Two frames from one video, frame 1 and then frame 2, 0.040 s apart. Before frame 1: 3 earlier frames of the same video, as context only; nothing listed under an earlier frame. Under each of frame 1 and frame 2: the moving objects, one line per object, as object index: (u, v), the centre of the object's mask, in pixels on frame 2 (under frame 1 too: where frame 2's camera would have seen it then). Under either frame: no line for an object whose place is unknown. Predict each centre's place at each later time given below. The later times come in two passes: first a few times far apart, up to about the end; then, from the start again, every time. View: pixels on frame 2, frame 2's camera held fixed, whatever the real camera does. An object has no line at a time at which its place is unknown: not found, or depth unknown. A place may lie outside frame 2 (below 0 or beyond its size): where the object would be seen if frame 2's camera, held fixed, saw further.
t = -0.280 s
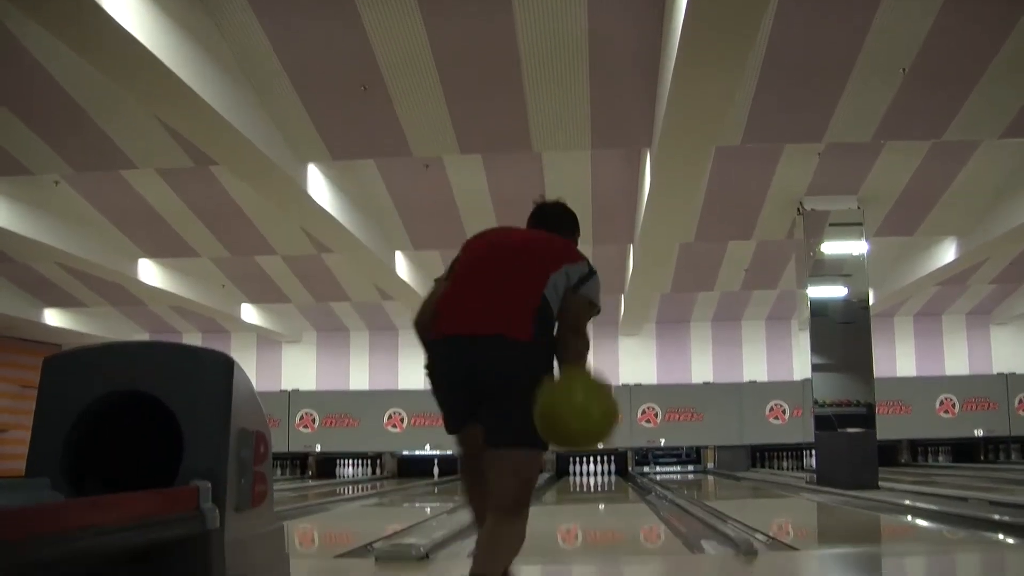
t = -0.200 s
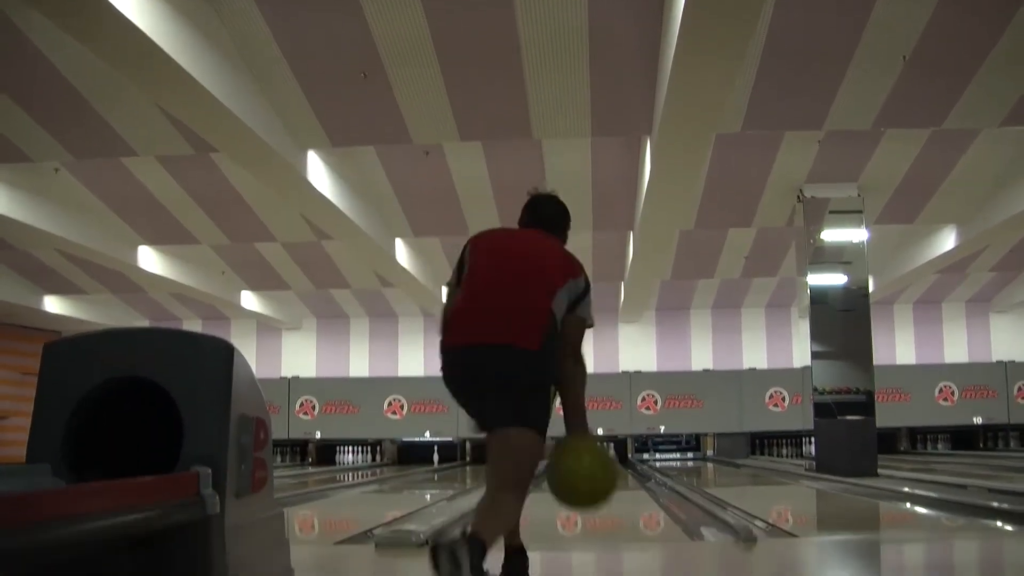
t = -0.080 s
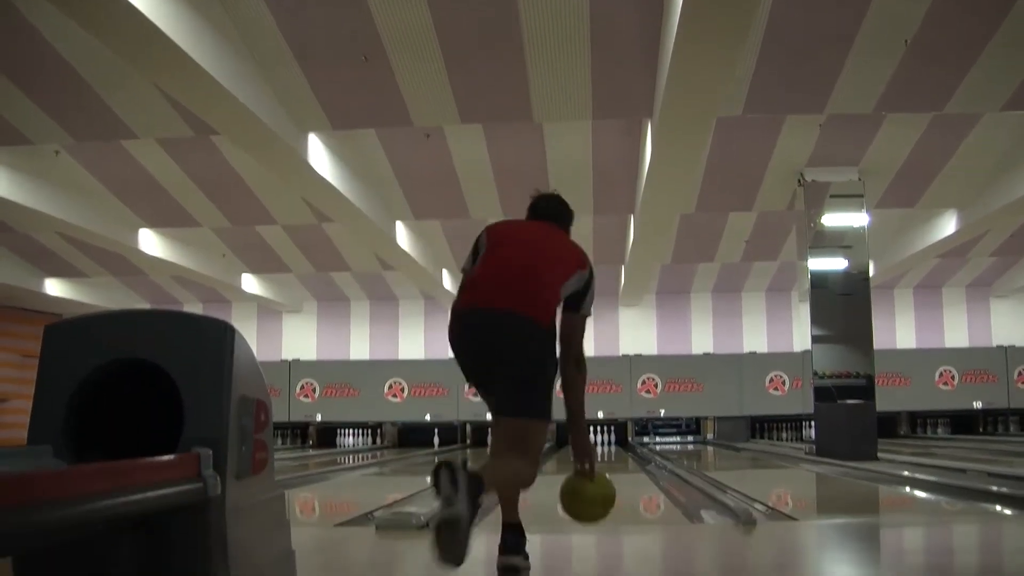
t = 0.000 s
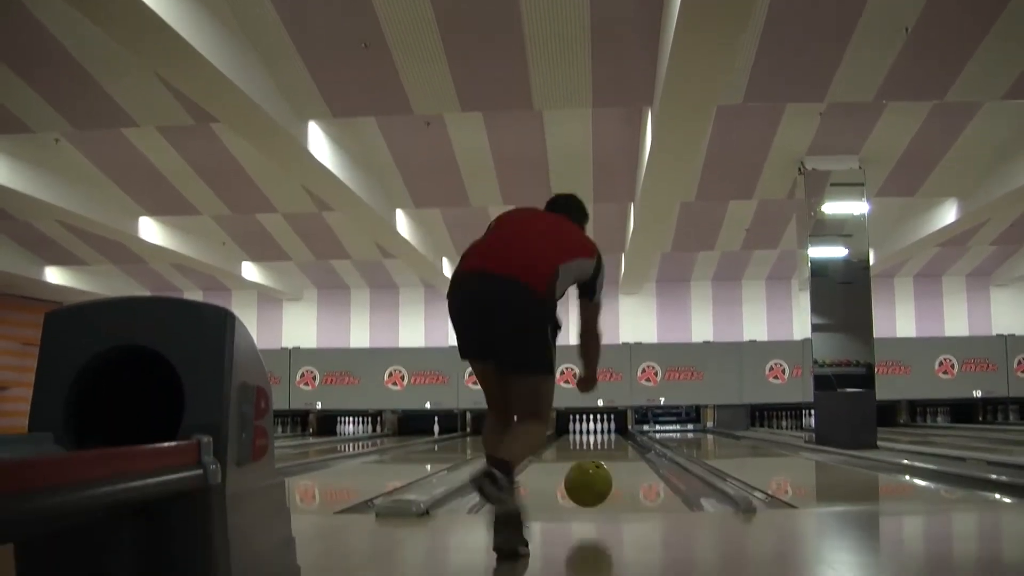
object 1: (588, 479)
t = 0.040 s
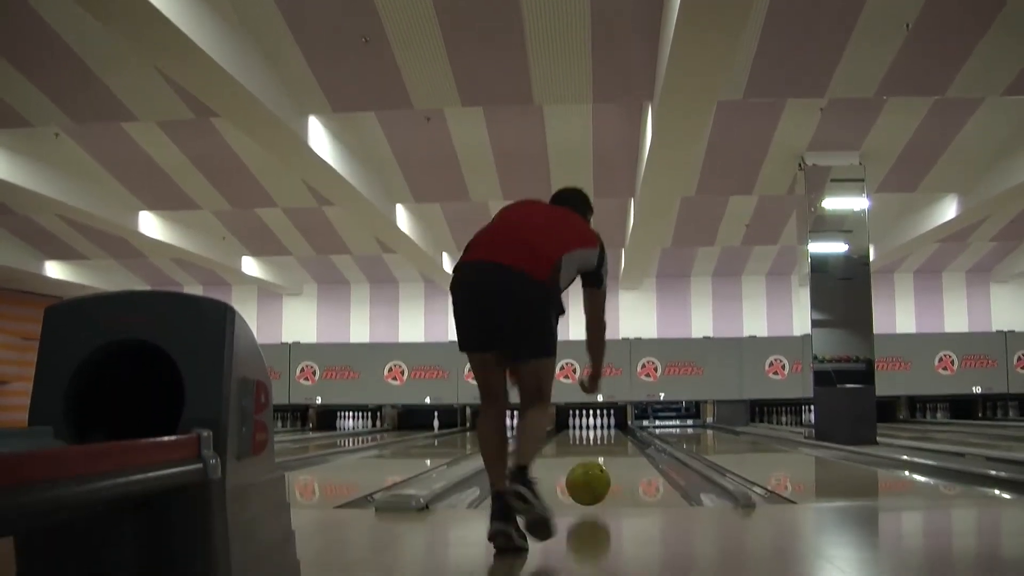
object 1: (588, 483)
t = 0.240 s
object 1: (590, 467)
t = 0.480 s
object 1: (590, 452)
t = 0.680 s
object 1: (590, 444)
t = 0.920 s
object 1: (590, 438)
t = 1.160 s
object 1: (590, 434)
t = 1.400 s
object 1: (590, 430)
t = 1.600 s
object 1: (590, 427)
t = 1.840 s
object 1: (590, 425)
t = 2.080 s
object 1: (591, 423)
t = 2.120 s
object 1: (591, 423)
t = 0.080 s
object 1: (589, 481)
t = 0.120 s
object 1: (589, 475)
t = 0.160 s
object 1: (589, 471)
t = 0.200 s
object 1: (590, 471)
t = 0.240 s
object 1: (590, 467)
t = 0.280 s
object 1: (590, 464)
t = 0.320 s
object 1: (590, 461)
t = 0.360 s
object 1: (590, 459)
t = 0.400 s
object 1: (590, 457)
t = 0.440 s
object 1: (590, 455)
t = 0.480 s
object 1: (590, 452)
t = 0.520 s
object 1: (590, 451)
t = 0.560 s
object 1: (590, 449)
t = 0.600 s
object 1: (590, 448)
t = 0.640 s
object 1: (590, 446)
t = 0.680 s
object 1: (590, 444)
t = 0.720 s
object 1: (590, 444)
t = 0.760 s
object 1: (590, 443)
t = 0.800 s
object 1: (590, 442)
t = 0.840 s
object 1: (590, 440)
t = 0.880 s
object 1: (590, 439)
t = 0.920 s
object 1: (590, 438)
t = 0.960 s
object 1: (589, 437)
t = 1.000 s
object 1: (590, 436)
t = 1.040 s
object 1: (590, 435)
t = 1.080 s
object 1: (590, 435)
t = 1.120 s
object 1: (590, 434)
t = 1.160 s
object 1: (590, 434)
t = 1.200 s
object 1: (590, 433)
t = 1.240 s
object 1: (590, 432)
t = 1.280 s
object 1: (590, 432)
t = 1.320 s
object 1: (590, 431)
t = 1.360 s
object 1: (590, 430)
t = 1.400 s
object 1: (590, 430)
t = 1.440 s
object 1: (590, 429)
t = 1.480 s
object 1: (590, 429)
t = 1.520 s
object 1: (590, 428)
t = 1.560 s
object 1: (590, 428)
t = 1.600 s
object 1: (590, 427)
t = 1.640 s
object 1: (590, 427)
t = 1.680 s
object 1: (590, 427)
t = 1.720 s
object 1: (590, 426)
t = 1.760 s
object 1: (590, 425)
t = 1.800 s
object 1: (590, 425)
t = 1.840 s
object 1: (590, 425)
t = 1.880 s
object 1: (591, 424)
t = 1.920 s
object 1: (591, 424)
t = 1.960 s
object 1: (591, 424)
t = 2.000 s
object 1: (591, 424)
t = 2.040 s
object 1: (591, 423)
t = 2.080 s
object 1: (591, 423)
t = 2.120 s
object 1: (591, 423)
